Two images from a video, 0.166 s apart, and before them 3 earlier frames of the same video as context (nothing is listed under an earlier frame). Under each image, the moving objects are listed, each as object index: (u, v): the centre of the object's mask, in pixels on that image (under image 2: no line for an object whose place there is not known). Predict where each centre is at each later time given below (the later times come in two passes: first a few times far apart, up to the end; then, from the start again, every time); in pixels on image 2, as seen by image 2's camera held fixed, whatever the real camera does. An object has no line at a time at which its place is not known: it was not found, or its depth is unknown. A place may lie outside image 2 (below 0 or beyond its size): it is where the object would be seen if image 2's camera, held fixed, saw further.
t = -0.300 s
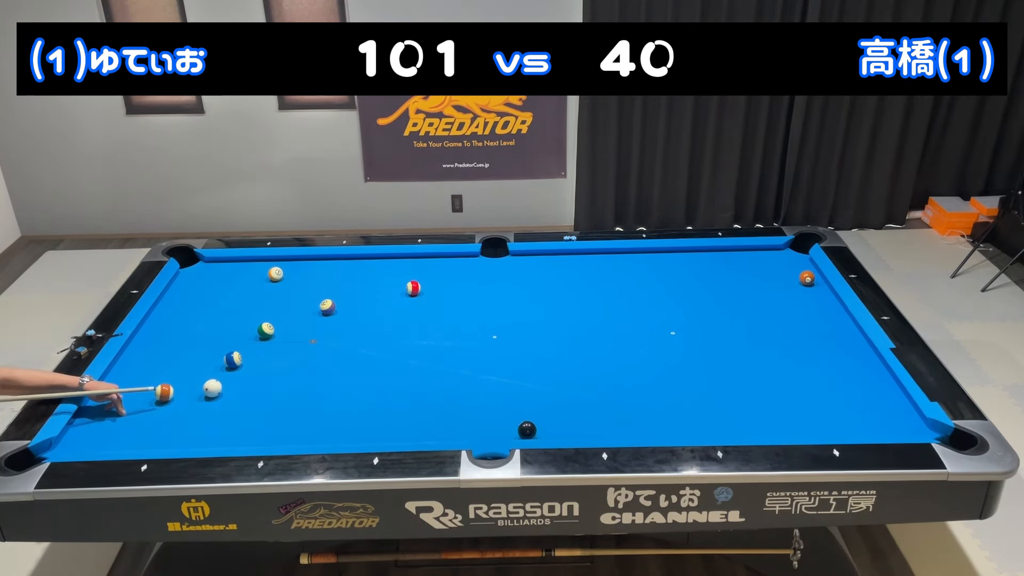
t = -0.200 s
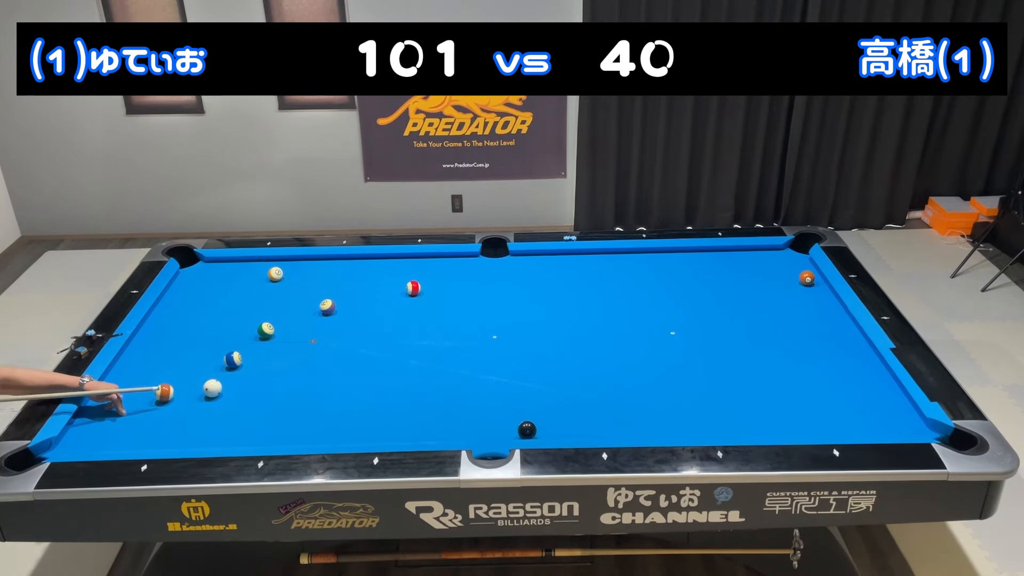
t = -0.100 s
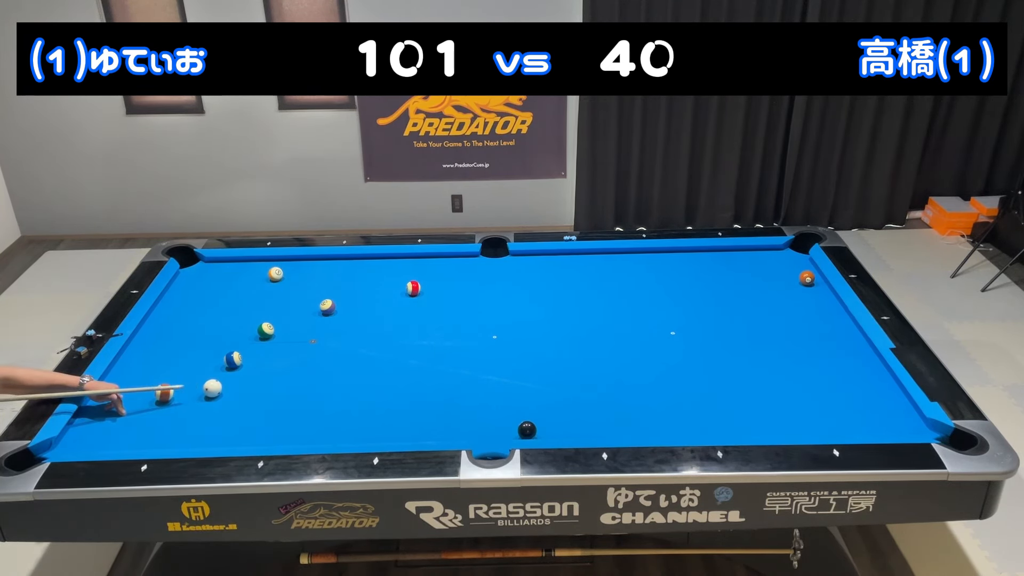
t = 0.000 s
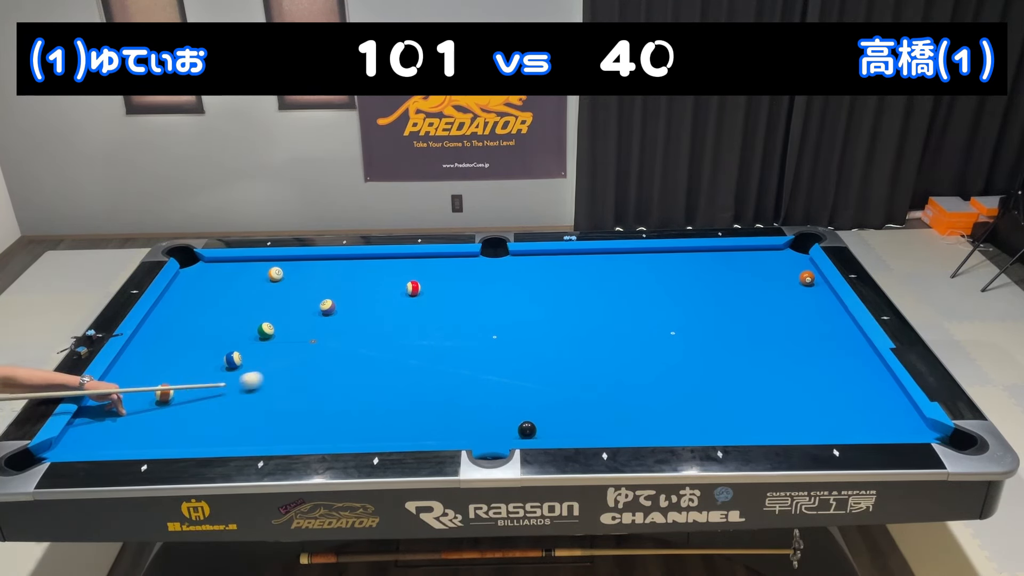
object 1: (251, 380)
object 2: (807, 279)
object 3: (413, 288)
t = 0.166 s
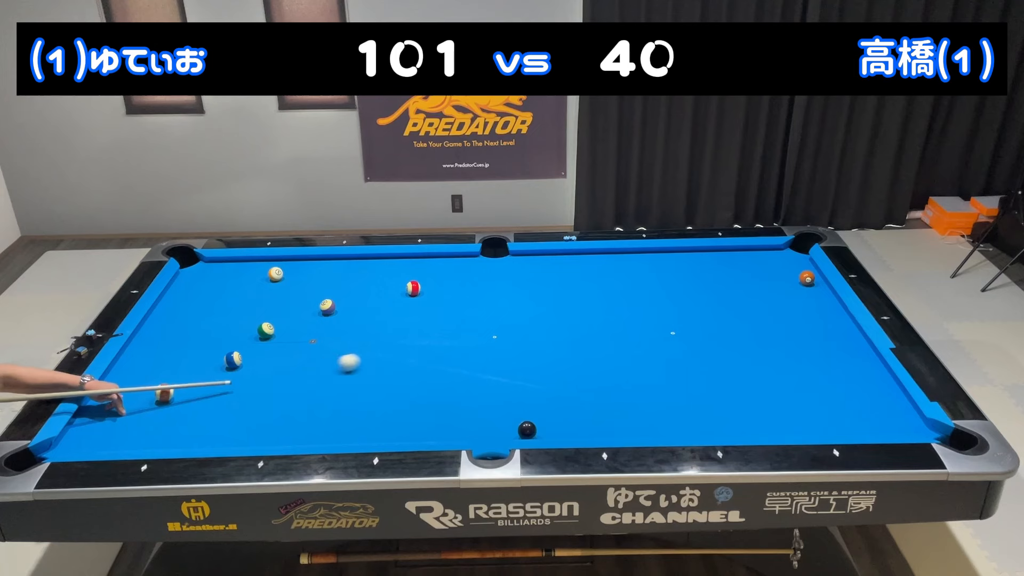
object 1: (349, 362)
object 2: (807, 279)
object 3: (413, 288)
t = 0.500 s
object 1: (524, 330)
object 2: (807, 278)
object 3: (413, 288)
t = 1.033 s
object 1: (765, 286)
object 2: (807, 279)
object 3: (413, 288)
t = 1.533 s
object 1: (805, 288)
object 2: (720, 261)
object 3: (413, 288)
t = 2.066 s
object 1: (761, 295)
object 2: (623, 256)
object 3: (413, 288)
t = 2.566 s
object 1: (725, 301)
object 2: (551, 266)
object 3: (413, 288)
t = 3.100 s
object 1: (691, 306)
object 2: (479, 276)
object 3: (413, 288)
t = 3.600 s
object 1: (664, 310)
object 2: (421, 283)
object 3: (406, 291)
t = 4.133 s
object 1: (640, 312)
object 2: (393, 279)
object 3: (372, 303)
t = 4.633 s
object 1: (623, 314)
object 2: (372, 276)
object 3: (343, 314)
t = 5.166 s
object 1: (609, 315)
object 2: (354, 274)
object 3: (314, 324)
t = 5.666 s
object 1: (600, 315)
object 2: (342, 272)
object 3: (291, 332)
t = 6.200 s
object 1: (596, 315)
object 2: (333, 271)
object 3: (271, 339)
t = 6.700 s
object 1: (595, 315)
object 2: (328, 271)
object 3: (255, 344)
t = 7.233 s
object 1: (595, 315)
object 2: (328, 271)
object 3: (244, 347)
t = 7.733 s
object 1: (595, 315)
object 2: (328, 271)
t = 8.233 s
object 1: (595, 315)
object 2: (328, 271)
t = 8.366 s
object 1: (595, 315)
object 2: (328, 271)
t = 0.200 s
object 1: (367, 359)
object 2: (807, 279)
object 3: (413, 288)
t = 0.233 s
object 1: (386, 355)
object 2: (807, 279)
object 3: (413, 288)
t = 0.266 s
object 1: (404, 352)
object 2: (807, 279)
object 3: (413, 288)
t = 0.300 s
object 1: (422, 349)
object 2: (807, 278)
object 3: (413, 288)
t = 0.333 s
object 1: (439, 346)
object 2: (807, 278)
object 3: (413, 288)
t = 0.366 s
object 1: (457, 342)
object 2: (807, 279)
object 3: (413, 288)
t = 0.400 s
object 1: (474, 339)
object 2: (807, 279)
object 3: (413, 288)
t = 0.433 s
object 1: (491, 336)
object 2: (807, 279)
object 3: (413, 288)
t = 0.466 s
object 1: (507, 333)
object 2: (807, 279)
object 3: (413, 288)
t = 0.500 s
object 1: (524, 330)
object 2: (807, 278)
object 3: (413, 288)
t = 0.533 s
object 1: (540, 327)
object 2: (807, 279)
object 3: (413, 288)
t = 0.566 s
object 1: (556, 324)
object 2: (807, 279)
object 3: (413, 288)
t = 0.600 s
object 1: (572, 321)
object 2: (807, 278)
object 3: (413, 288)
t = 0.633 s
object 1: (588, 319)
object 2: (807, 278)
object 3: (413, 288)
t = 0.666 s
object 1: (604, 316)
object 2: (807, 278)
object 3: (413, 288)
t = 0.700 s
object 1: (619, 313)
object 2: (807, 278)
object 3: (413, 288)
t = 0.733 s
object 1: (634, 310)
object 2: (807, 278)
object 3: (413, 288)
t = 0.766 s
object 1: (650, 307)
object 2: (807, 278)
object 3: (413, 288)
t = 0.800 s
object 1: (664, 305)
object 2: (807, 279)
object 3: (413, 288)
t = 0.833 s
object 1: (680, 302)
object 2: (807, 279)
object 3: (413, 288)
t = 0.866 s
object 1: (694, 299)
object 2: (807, 279)
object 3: (413, 288)
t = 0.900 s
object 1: (709, 297)
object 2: (807, 279)
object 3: (413, 288)
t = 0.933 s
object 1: (723, 294)
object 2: (807, 279)
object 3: (413, 288)
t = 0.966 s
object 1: (737, 291)
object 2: (807, 279)
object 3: (413, 288)
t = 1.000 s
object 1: (752, 289)
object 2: (807, 279)
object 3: (413, 288)
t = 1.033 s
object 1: (765, 286)
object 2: (807, 279)
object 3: (413, 288)
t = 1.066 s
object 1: (780, 284)
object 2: (807, 278)
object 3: (413, 288)
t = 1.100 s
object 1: (793, 282)
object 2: (808, 278)
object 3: (413, 288)
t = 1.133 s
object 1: (798, 282)
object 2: (815, 275)
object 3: (413, 288)
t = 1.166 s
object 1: (801, 283)
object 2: (809, 273)
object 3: (413, 288)
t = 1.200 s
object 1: (806, 284)
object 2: (798, 272)
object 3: (413, 288)
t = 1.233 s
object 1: (810, 285)
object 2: (789, 271)
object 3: (413, 288)
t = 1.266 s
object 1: (815, 285)
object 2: (780, 270)
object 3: (413, 288)
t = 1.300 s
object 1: (820, 285)
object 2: (772, 269)
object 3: (413, 288)
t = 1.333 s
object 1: (823, 286)
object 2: (765, 268)
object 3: (413, 288)
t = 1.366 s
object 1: (819, 286)
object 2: (757, 267)
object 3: (413, 288)
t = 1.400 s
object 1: (816, 286)
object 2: (749, 265)
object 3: (413, 288)
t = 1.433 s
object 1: (813, 287)
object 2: (742, 264)
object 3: (413, 288)
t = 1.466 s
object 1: (810, 287)
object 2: (735, 264)
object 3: (413, 288)
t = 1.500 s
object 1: (807, 288)
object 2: (727, 262)
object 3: (413, 288)
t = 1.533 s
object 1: (805, 288)
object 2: (720, 261)
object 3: (413, 288)
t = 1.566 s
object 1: (802, 289)
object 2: (713, 261)
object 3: (413, 288)
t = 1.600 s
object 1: (799, 289)
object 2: (706, 260)
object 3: (413, 288)
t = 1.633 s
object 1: (796, 290)
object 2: (699, 258)
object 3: (413, 288)
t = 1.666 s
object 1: (793, 290)
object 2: (692, 258)
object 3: (413, 288)
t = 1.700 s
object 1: (790, 291)
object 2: (685, 257)
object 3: (413, 288)
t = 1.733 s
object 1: (788, 291)
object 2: (678, 255)
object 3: (413, 288)
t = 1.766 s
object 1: (785, 291)
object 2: (671, 255)
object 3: (413, 288)
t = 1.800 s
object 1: (782, 292)
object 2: (664, 254)
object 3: (413, 288)
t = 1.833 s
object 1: (779, 292)
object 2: (658, 253)
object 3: (413, 288)
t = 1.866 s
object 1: (777, 293)
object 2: (651, 252)
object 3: (413, 288)
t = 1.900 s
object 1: (774, 293)
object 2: (647, 252)
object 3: (413, 288)
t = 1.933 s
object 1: (771, 293)
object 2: (642, 253)
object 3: (413, 288)
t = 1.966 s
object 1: (769, 294)
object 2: (637, 254)
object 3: (413, 288)
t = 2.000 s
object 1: (766, 294)
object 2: (632, 254)
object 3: (413, 288)
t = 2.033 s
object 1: (764, 294)
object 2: (627, 255)
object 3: (413, 288)
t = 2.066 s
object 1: (761, 295)
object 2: (623, 256)
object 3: (413, 288)
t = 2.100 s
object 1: (758, 295)
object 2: (618, 256)
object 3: (413, 288)
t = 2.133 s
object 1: (756, 296)
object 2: (612, 257)
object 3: (413, 288)
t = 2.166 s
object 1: (753, 296)
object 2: (608, 258)
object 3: (413, 288)
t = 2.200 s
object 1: (751, 297)
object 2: (603, 259)
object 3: (413, 288)
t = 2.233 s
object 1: (748, 297)
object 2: (598, 259)
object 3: (413, 288)
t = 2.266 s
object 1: (746, 297)
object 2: (594, 260)
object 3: (413, 288)
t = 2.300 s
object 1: (743, 298)
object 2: (589, 261)
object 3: (413, 288)
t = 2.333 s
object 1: (741, 298)
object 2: (584, 261)
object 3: (413, 288)
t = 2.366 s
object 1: (738, 299)
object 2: (580, 262)
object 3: (413, 288)
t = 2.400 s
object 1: (736, 299)
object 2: (575, 263)
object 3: (413, 288)
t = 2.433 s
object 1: (734, 299)
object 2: (570, 263)
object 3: (413, 288)
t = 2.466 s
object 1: (731, 300)
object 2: (565, 264)
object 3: (413, 288)
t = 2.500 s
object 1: (729, 300)
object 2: (561, 264)
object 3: (413, 288)
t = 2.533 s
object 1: (727, 300)
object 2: (556, 265)
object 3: (413, 288)
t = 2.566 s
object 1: (725, 301)
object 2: (551, 266)
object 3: (413, 288)
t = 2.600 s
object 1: (722, 301)
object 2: (547, 267)
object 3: (413, 288)
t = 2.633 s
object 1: (720, 301)
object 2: (542, 267)
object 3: (413, 288)
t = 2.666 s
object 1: (718, 302)
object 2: (538, 268)
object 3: (413, 288)
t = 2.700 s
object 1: (716, 302)
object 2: (533, 268)
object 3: (413, 288)
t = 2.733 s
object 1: (714, 302)
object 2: (528, 269)
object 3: (413, 288)
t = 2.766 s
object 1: (711, 303)
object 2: (524, 270)
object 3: (413, 288)
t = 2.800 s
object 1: (709, 303)
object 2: (519, 271)
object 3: (413, 288)
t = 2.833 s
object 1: (707, 303)
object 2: (515, 271)
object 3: (413, 288)
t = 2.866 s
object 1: (705, 303)
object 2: (510, 272)
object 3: (413, 288)
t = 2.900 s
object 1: (703, 304)
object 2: (506, 272)
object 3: (413, 288)
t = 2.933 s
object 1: (701, 304)
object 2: (501, 273)
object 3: (413, 288)
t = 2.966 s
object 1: (699, 304)
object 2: (497, 274)
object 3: (413, 288)
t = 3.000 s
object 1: (697, 305)
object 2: (492, 274)
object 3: (413, 288)
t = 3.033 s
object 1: (695, 305)
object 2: (488, 275)
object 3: (413, 288)
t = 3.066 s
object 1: (693, 305)
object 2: (483, 276)
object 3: (413, 288)
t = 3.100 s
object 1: (691, 306)
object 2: (479, 276)
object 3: (413, 288)
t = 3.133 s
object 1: (689, 306)
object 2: (474, 277)
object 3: (413, 288)
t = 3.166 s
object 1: (687, 306)
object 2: (470, 278)
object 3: (413, 288)
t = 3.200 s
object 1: (685, 307)
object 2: (466, 278)
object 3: (413, 288)
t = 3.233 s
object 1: (683, 307)
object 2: (461, 279)
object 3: (413, 288)
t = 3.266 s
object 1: (681, 307)
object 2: (457, 279)
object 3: (413, 288)
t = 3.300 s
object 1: (679, 307)
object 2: (452, 280)
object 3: (413, 288)
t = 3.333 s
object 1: (678, 308)
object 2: (448, 281)
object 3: (413, 288)
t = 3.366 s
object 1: (676, 308)
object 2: (444, 281)
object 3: (413, 288)
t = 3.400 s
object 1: (674, 308)
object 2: (439, 282)
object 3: (413, 288)
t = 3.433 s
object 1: (672, 308)
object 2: (435, 282)
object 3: (413, 288)
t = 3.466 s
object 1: (671, 309)
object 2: (431, 283)
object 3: (413, 288)
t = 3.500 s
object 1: (669, 309)
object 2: (426, 284)
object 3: (413, 288)
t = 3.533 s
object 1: (667, 309)
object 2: (424, 283)
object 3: (411, 289)
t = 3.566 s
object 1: (666, 309)
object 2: (422, 283)
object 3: (409, 290)
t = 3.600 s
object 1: (664, 310)
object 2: (421, 283)
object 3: (406, 291)
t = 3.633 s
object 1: (662, 310)
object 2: (418, 283)
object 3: (404, 292)
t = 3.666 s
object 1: (661, 310)
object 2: (416, 282)
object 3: (402, 292)
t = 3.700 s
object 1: (659, 310)
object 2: (415, 282)
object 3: (400, 293)
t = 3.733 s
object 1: (658, 310)
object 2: (413, 282)
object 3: (398, 294)
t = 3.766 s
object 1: (656, 311)
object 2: (411, 282)
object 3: (395, 295)
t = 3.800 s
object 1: (654, 311)
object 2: (409, 281)
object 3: (393, 296)
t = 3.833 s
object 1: (653, 310)
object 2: (408, 281)
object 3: (391, 296)
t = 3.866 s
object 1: (651, 311)
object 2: (406, 281)
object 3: (389, 297)
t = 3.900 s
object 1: (650, 311)
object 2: (404, 281)
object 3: (387, 298)
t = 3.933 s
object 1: (648, 311)
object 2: (402, 280)
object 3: (385, 299)
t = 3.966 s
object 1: (647, 311)
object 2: (401, 280)
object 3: (383, 300)
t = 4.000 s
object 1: (646, 312)
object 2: (399, 280)
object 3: (381, 301)
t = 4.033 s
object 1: (644, 312)
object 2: (397, 280)
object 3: (378, 301)
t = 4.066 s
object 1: (643, 312)
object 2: (396, 279)
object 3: (376, 302)
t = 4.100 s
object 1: (642, 312)
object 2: (394, 279)
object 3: (374, 303)
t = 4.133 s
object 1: (640, 312)
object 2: (393, 279)
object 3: (372, 303)
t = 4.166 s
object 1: (639, 312)
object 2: (391, 279)
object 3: (370, 304)
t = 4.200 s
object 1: (638, 313)
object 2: (390, 279)
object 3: (368, 305)
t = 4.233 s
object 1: (636, 313)
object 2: (388, 278)
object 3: (366, 306)
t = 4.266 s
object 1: (635, 313)
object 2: (387, 278)
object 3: (364, 306)
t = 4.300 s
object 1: (634, 313)
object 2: (385, 278)
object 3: (362, 307)
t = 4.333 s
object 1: (633, 313)
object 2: (384, 278)
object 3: (360, 308)
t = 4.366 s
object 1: (631, 313)
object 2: (383, 278)
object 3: (358, 308)
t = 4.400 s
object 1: (630, 314)
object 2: (381, 277)
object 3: (356, 309)
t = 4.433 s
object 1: (629, 314)
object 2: (380, 277)
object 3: (354, 310)
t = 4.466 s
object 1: (628, 314)
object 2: (379, 277)
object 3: (352, 310)
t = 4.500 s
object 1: (627, 314)
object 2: (377, 277)
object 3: (350, 311)
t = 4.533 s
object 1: (626, 314)
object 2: (376, 276)
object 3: (349, 312)
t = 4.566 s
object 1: (625, 314)
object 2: (375, 276)
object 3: (347, 313)
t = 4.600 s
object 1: (624, 314)
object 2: (373, 276)
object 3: (345, 313)
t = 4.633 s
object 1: (623, 314)
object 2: (372, 276)
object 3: (343, 314)
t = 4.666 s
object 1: (622, 314)
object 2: (371, 276)
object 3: (341, 315)
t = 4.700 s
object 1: (621, 314)
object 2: (370, 276)
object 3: (339, 315)
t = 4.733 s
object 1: (620, 315)
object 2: (368, 276)
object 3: (337, 316)
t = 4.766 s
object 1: (619, 315)
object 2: (367, 275)
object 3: (335, 317)
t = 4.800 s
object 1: (618, 315)
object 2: (366, 275)
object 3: (334, 317)
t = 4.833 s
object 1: (617, 315)
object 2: (365, 275)
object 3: (332, 318)
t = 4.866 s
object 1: (616, 315)
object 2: (364, 275)
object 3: (330, 318)
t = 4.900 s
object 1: (615, 315)
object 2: (362, 275)
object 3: (328, 319)
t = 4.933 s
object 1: (614, 315)
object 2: (361, 275)
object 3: (326, 320)
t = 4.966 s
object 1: (614, 315)
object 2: (360, 275)
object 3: (325, 320)
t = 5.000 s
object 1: (613, 315)
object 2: (359, 275)
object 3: (323, 321)
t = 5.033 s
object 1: (612, 315)
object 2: (358, 274)
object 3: (321, 321)
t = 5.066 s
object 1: (611, 315)
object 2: (357, 274)
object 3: (319, 322)
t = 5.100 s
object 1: (610, 315)
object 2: (356, 274)
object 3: (318, 323)
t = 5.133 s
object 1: (610, 315)
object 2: (355, 274)
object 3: (316, 323)
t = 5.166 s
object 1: (609, 315)
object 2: (354, 274)
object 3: (314, 324)
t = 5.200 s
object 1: (608, 315)
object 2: (353, 274)
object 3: (313, 325)
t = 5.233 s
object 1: (608, 315)
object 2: (352, 274)
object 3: (311, 325)
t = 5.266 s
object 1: (607, 315)
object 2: (351, 274)
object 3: (309, 326)
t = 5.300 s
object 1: (606, 315)
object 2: (350, 273)
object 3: (308, 326)
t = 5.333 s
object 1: (606, 315)
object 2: (349, 273)
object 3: (306, 327)
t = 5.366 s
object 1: (605, 315)
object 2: (349, 273)
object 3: (305, 327)
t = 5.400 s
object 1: (604, 315)
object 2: (348, 273)
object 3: (303, 328)
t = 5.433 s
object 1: (603, 315)
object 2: (347, 273)
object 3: (301, 328)
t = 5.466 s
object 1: (603, 315)
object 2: (346, 273)
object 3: (300, 329)
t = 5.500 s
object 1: (602, 315)
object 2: (346, 272)
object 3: (298, 329)
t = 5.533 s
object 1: (602, 315)
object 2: (344, 272)
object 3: (297, 330)
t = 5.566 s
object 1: (601, 315)
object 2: (344, 272)
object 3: (296, 331)
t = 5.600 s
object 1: (601, 315)
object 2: (343, 272)
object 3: (294, 331)
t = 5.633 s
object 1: (600, 315)
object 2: (343, 272)
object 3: (293, 332)
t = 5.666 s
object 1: (600, 315)
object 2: (342, 272)
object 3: (291, 332)
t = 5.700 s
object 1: (600, 315)
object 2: (341, 272)
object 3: (290, 332)
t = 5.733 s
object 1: (599, 315)
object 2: (340, 272)
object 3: (289, 333)
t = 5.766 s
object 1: (599, 315)
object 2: (340, 272)
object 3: (287, 333)
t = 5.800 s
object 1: (598, 315)
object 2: (339, 272)
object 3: (286, 334)
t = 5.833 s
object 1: (598, 315)
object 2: (338, 272)
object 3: (285, 334)
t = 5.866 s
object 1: (598, 315)
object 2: (337, 272)
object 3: (283, 335)
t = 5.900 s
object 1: (597, 315)
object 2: (337, 272)
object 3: (282, 335)
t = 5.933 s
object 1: (597, 315)
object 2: (336, 272)
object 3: (281, 336)
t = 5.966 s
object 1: (597, 315)
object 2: (336, 272)
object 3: (279, 336)
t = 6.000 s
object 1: (597, 315)
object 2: (336, 272)
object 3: (278, 337)
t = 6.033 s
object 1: (596, 315)
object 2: (335, 272)
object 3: (277, 337)
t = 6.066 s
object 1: (596, 315)
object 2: (335, 272)
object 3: (275, 338)
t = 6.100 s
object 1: (596, 315)
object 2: (334, 272)
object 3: (274, 338)
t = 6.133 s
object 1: (596, 315)
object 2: (334, 272)
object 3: (273, 339)
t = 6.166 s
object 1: (596, 315)
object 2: (333, 272)
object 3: (272, 339)
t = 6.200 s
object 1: (596, 315)
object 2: (333, 271)
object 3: (271, 339)
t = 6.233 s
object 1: (595, 315)
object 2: (332, 271)
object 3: (269, 340)
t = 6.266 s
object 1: (595, 315)
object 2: (332, 271)
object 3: (268, 340)
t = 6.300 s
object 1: (595, 315)
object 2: (331, 271)
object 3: (267, 341)
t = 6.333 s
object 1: (595, 315)
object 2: (331, 271)
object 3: (266, 341)
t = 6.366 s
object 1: (595, 315)
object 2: (331, 271)
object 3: (265, 341)
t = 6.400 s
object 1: (595, 315)
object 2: (330, 271)
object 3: (264, 342)
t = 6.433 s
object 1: (595, 315)
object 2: (330, 271)
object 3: (263, 342)
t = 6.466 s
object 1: (595, 315)
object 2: (330, 271)
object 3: (262, 342)
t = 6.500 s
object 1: (595, 315)
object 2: (330, 271)
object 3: (261, 342)
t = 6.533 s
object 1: (595, 315)
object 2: (329, 271)
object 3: (260, 343)
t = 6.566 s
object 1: (595, 315)
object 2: (329, 271)
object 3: (259, 343)
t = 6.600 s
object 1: (595, 315)
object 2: (329, 271)
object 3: (258, 343)
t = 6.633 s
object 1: (595, 315)
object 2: (329, 271)
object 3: (257, 344)
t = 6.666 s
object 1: (595, 315)
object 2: (329, 271)
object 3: (256, 344)
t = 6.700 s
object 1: (595, 315)
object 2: (328, 271)
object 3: (255, 344)
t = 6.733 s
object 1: (595, 315)
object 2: (328, 271)
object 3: (254, 344)
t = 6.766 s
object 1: (595, 315)
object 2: (328, 271)
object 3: (254, 345)
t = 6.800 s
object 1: (595, 315)
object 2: (328, 271)
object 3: (253, 345)
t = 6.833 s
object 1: (595, 315)
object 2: (328, 271)
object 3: (252, 345)
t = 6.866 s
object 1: (595, 315)
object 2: (328, 271)
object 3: (251, 345)
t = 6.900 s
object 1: (595, 315)
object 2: (328, 271)
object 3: (251, 346)
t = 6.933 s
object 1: (595, 315)
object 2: (328, 271)
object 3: (250, 346)
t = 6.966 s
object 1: (595, 315)
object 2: (328, 271)
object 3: (249, 346)
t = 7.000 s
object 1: (595, 315)
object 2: (328, 271)
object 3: (248, 346)
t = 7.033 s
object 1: (595, 315)
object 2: (328, 271)
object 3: (248, 347)
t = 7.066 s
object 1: (595, 315)
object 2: (328, 271)
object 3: (247, 347)
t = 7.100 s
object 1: (595, 315)
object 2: (328, 271)
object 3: (246, 347)
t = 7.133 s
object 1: (595, 315)
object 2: (328, 271)
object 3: (246, 347)
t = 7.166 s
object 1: (595, 315)
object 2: (328, 271)
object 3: (245, 347)
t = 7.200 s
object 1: (595, 315)
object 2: (328, 271)
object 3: (245, 347)
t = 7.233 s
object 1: (595, 315)
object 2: (328, 271)
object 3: (244, 347)
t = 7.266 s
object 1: (595, 315)
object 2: (328, 271)
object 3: (243, 347)
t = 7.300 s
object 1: (595, 315)
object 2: (328, 271)
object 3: (243, 347)
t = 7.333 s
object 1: (595, 315)
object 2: (328, 271)
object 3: (243, 347)
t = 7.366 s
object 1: (595, 315)
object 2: (328, 271)
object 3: (242, 348)
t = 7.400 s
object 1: (595, 315)
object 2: (328, 271)
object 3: (242, 348)
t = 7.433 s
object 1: (595, 315)
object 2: (328, 271)
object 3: (241, 348)
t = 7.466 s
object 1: (595, 315)
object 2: (328, 271)
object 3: (241, 348)
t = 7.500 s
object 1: (595, 315)
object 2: (328, 271)
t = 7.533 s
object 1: (595, 315)
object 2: (328, 271)
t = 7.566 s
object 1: (595, 315)
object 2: (328, 271)
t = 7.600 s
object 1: (595, 315)
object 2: (328, 271)
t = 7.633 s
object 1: (595, 315)
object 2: (328, 271)
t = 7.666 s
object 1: (595, 315)
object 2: (328, 271)
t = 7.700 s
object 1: (595, 315)
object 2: (328, 271)
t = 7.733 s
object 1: (595, 315)
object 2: (328, 271)
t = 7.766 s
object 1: (595, 315)
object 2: (328, 271)
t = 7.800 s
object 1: (595, 315)
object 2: (328, 271)
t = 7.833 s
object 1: (595, 315)
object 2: (328, 271)
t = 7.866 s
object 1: (595, 315)
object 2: (328, 271)
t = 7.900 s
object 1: (595, 315)
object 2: (328, 271)
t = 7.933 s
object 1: (595, 315)
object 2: (328, 271)
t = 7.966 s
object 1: (595, 315)
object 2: (328, 271)
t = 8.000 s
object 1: (595, 315)
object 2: (328, 271)
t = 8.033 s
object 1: (595, 315)
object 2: (328, 271)
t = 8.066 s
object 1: (595, 315)
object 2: (328, 271)
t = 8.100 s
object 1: (595, 315)
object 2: (328, 271)
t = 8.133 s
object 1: (595, 315)
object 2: (328, 271)
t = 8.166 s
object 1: (595, 315)
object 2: (328, 271)
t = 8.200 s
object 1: (595, 315)
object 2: (328, 271)
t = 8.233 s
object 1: (595, 315)
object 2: (328, 271)
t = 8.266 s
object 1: (595, 315)
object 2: (328, 271)
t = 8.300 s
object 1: (595, 315)
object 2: (328, 271)
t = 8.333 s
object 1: (595, 315)
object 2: (328, 271)
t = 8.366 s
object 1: (595, 315)
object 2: (328, 271)
